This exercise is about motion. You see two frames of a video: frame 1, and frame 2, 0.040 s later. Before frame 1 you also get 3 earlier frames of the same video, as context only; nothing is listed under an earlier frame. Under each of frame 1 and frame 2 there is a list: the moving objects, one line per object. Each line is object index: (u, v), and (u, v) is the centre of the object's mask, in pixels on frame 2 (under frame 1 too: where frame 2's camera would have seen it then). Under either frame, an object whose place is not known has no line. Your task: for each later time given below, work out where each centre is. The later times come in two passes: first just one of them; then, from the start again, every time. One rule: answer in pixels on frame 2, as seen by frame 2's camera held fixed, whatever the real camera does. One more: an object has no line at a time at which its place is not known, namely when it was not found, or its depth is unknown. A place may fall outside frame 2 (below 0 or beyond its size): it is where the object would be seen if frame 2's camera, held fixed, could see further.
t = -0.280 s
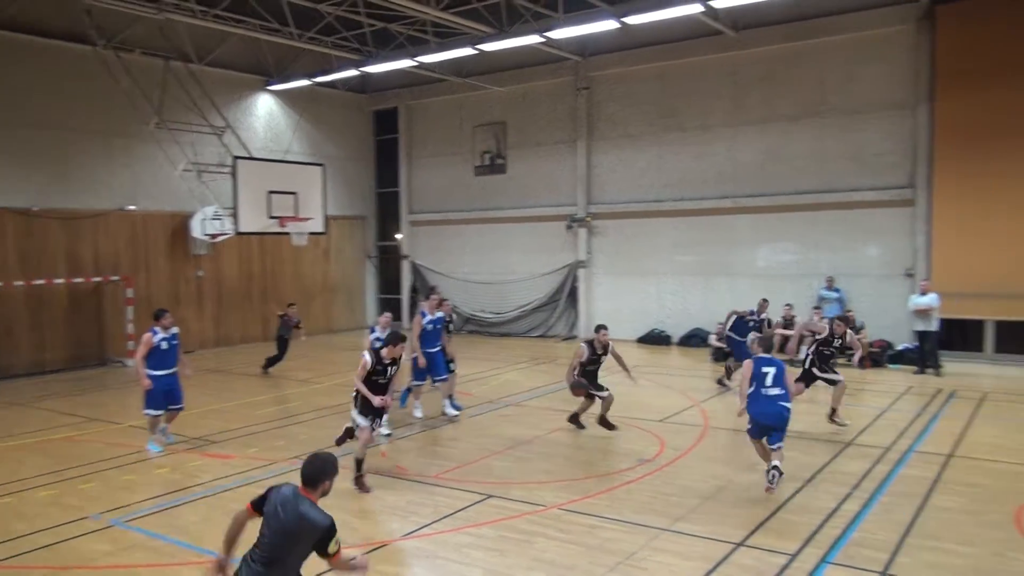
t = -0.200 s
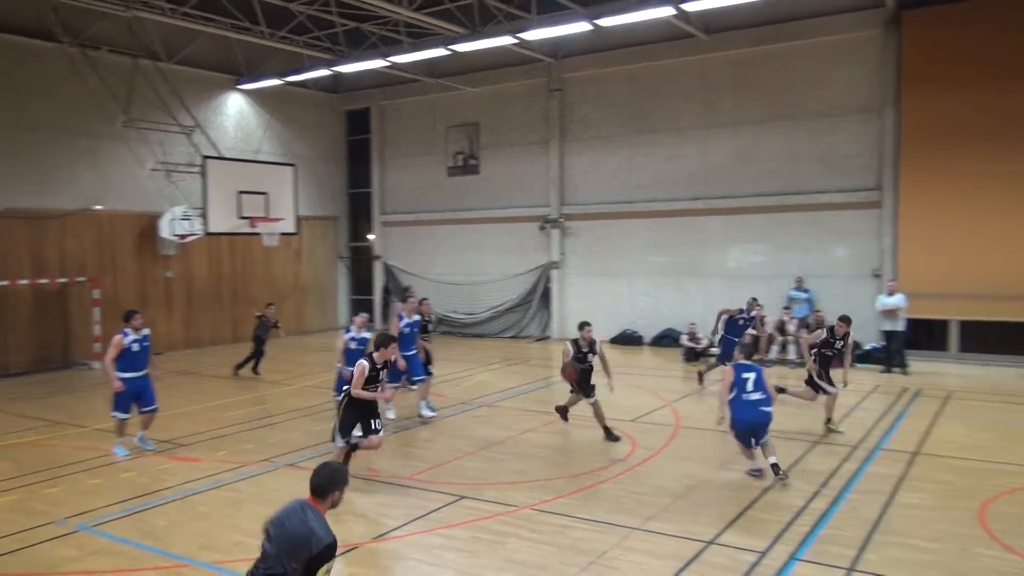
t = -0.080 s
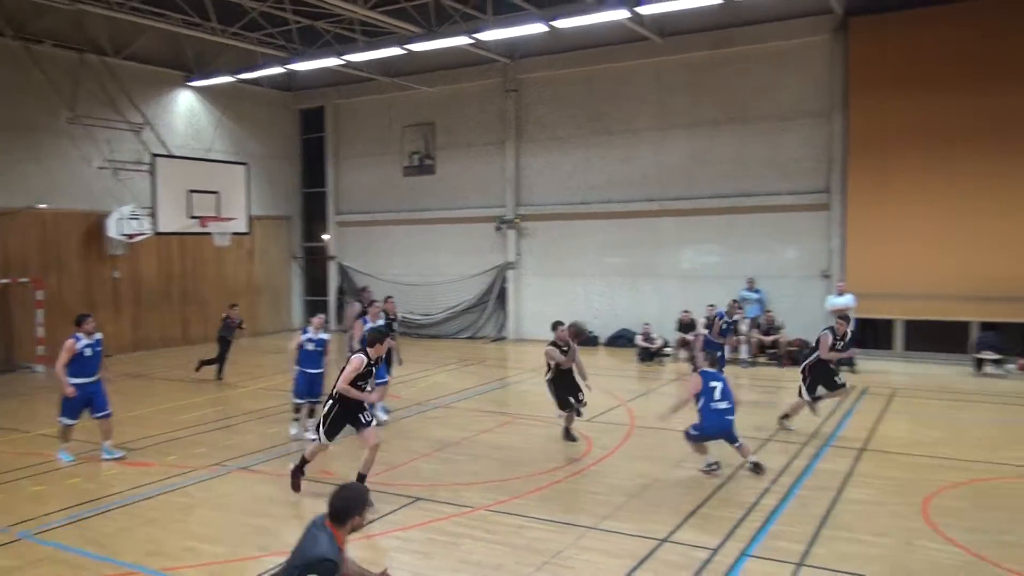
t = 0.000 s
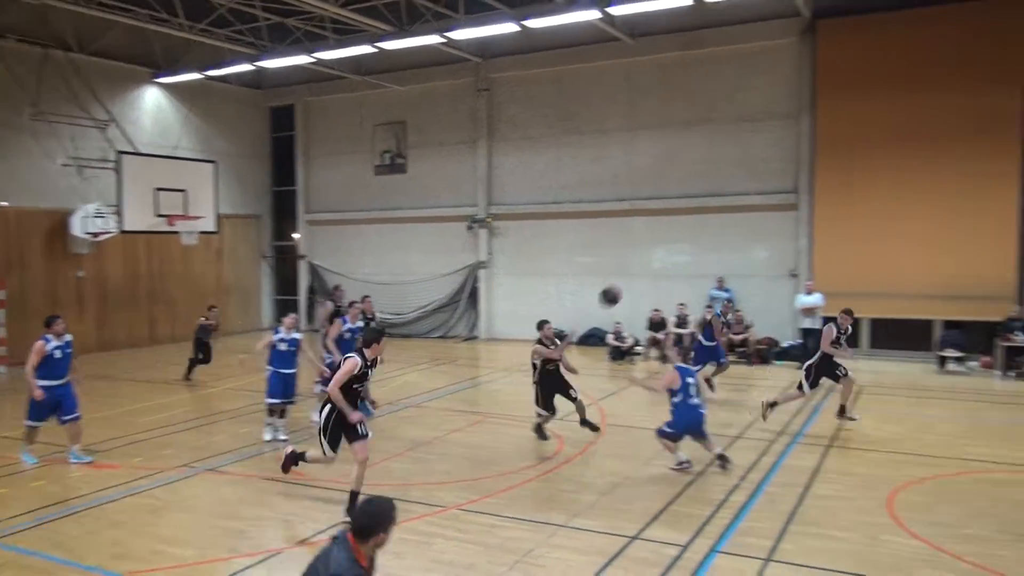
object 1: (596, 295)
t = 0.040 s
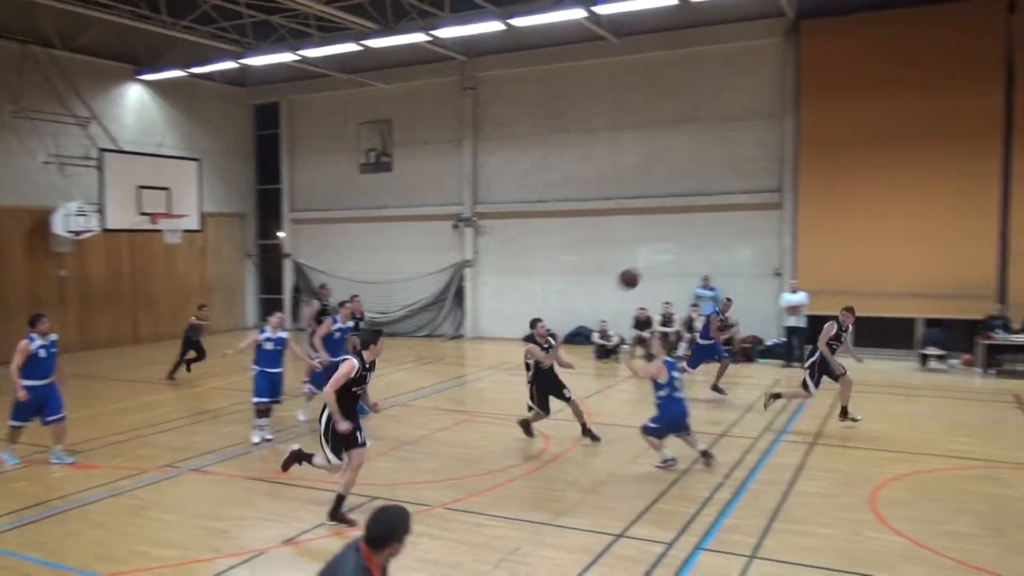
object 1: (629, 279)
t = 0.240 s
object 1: (807, 211)
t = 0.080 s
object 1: (662, 264)
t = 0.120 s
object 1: (697, 249)
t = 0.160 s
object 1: (733, 236)
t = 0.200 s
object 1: (769, 223)
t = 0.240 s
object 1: (807, 211)
